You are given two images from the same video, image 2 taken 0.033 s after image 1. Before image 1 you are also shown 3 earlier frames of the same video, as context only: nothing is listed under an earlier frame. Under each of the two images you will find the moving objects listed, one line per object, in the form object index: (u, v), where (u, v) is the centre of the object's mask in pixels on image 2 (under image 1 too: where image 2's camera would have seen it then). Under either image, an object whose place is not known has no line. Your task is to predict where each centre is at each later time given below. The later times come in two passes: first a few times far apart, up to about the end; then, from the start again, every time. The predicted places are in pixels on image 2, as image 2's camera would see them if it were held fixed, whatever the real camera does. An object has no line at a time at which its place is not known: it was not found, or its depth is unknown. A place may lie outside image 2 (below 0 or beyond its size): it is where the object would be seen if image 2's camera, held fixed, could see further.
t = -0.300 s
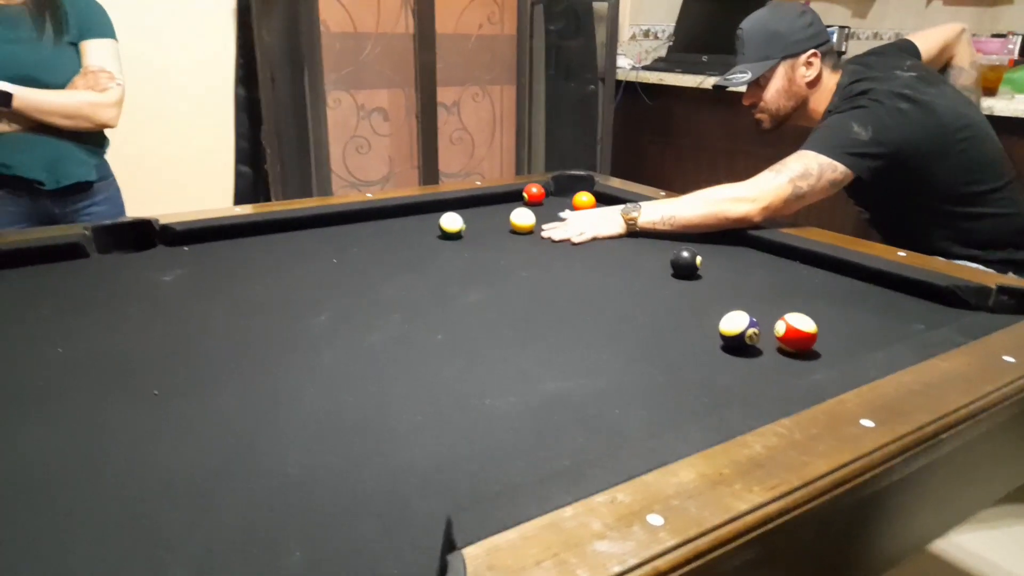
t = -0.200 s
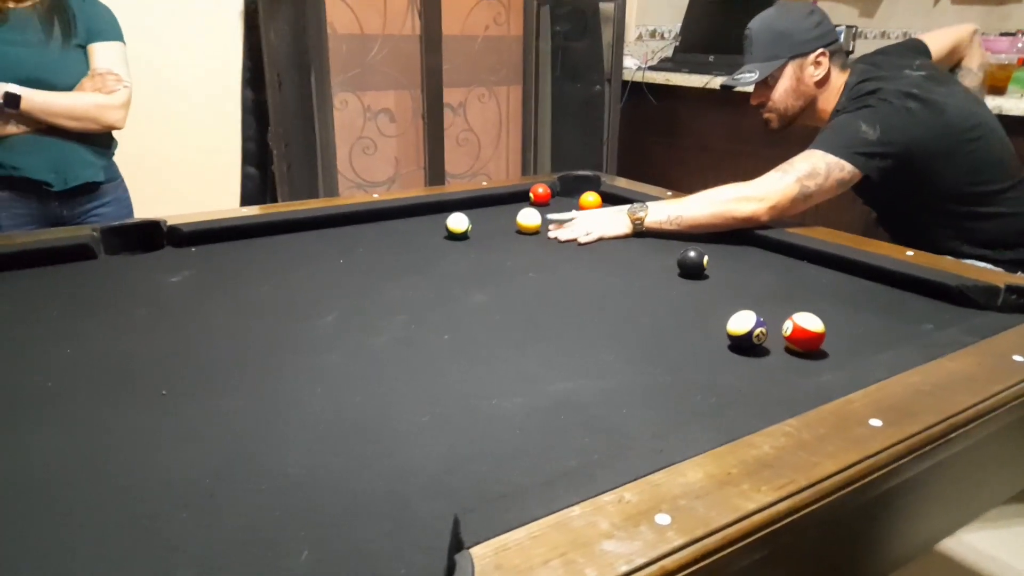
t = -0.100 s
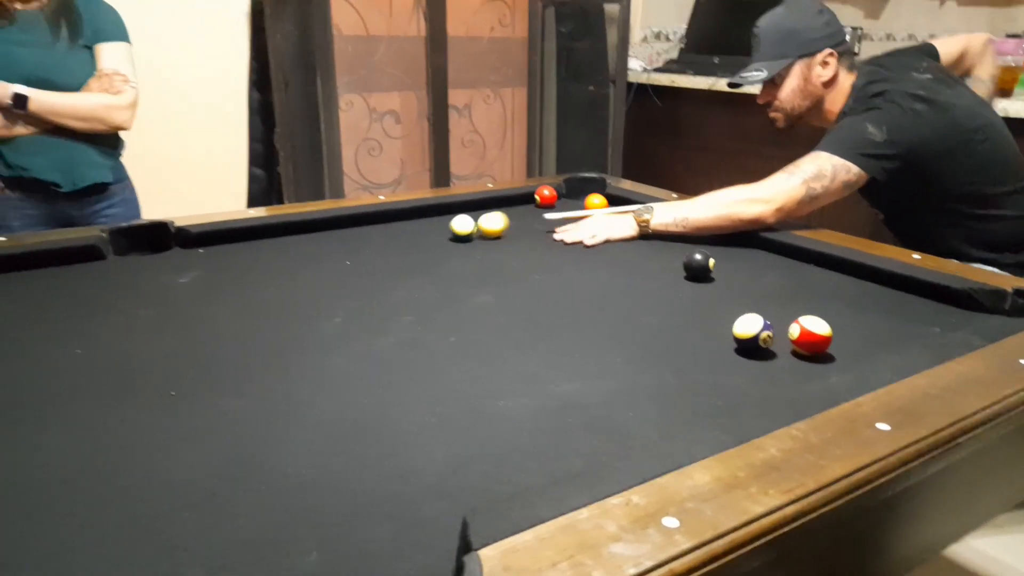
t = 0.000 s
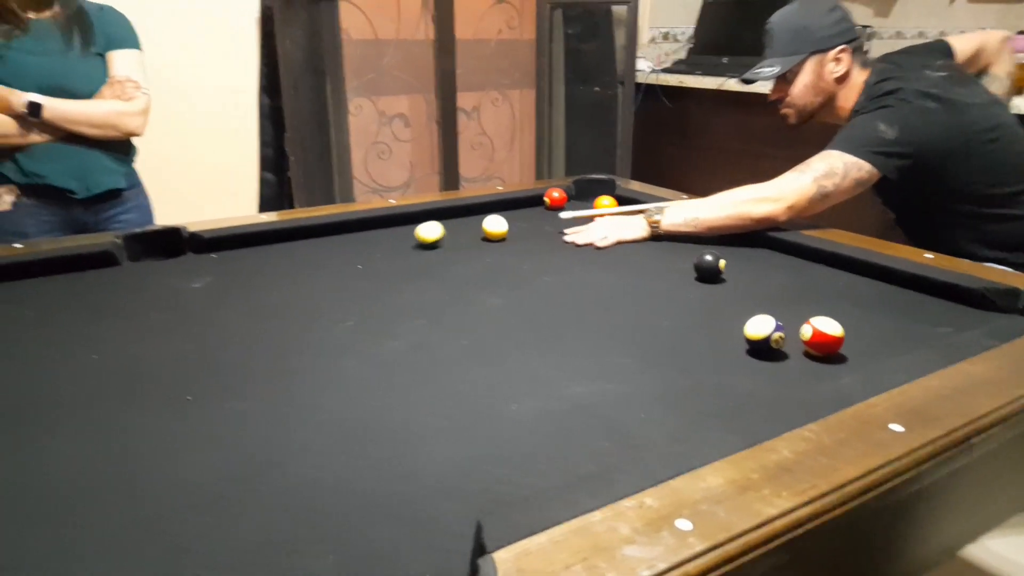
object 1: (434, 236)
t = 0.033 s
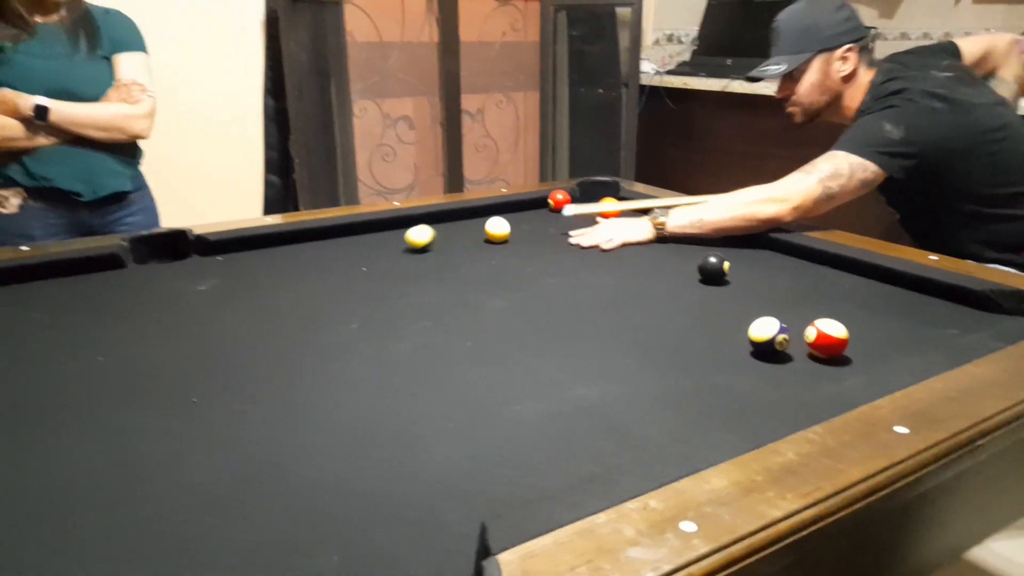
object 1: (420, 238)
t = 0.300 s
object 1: (320, 247)
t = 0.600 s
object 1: (204, 257)
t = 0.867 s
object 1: (95, 268)
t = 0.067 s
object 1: (406, 239)
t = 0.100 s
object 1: (394, 240)
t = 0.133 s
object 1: (382, 242)
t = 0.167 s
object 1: (371, 243)
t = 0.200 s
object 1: (358, 243)
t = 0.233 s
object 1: (346, 244)
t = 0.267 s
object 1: (333, 245)
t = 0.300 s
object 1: (320, 247)
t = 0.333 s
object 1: (307, 248)
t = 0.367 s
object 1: (295, 250)
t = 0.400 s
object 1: (283, 250)
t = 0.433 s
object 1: (270, 252)
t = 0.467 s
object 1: (257, 252)
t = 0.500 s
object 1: (243, 253)
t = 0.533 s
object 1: (230, 255)
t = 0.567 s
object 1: (216, 256)
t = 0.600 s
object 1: (204, 257)
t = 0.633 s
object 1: (193, 258)
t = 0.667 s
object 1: (180, 259)
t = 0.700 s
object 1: (165, 260)
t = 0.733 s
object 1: (151, 261)
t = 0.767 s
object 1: (136, 263)
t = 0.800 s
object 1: (122, 265)
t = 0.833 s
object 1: (107, 267)
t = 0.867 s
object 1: (95, 268)
